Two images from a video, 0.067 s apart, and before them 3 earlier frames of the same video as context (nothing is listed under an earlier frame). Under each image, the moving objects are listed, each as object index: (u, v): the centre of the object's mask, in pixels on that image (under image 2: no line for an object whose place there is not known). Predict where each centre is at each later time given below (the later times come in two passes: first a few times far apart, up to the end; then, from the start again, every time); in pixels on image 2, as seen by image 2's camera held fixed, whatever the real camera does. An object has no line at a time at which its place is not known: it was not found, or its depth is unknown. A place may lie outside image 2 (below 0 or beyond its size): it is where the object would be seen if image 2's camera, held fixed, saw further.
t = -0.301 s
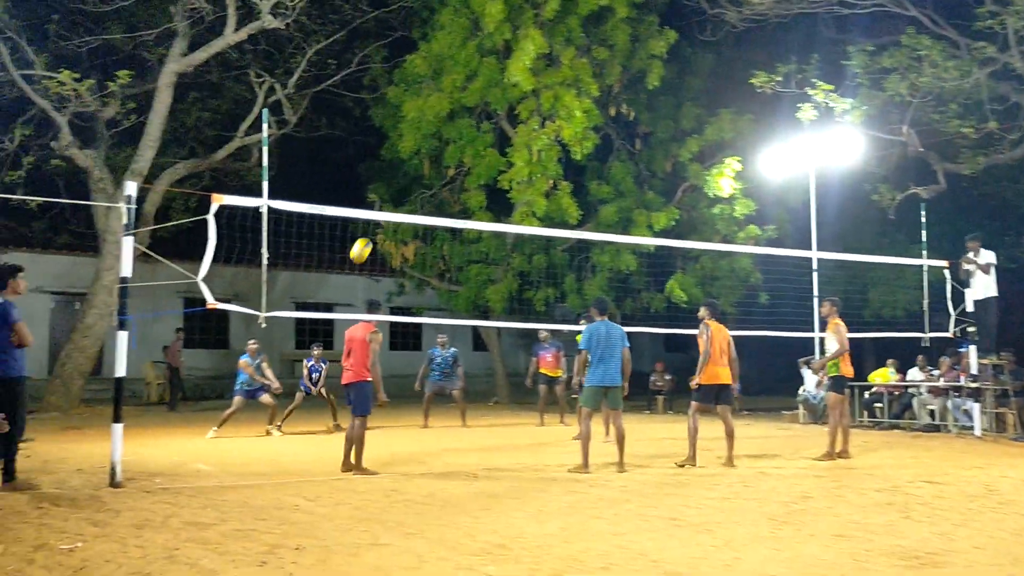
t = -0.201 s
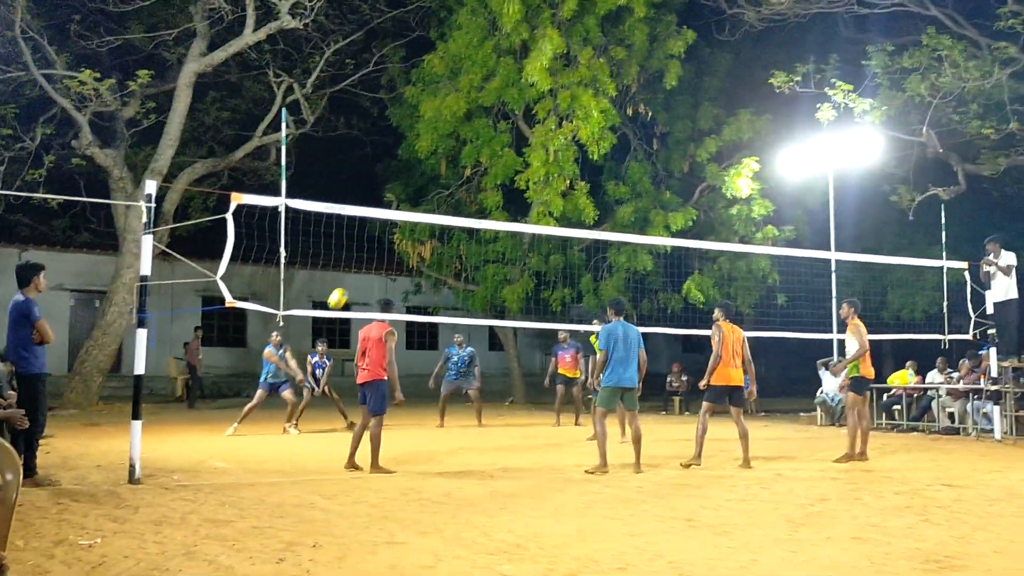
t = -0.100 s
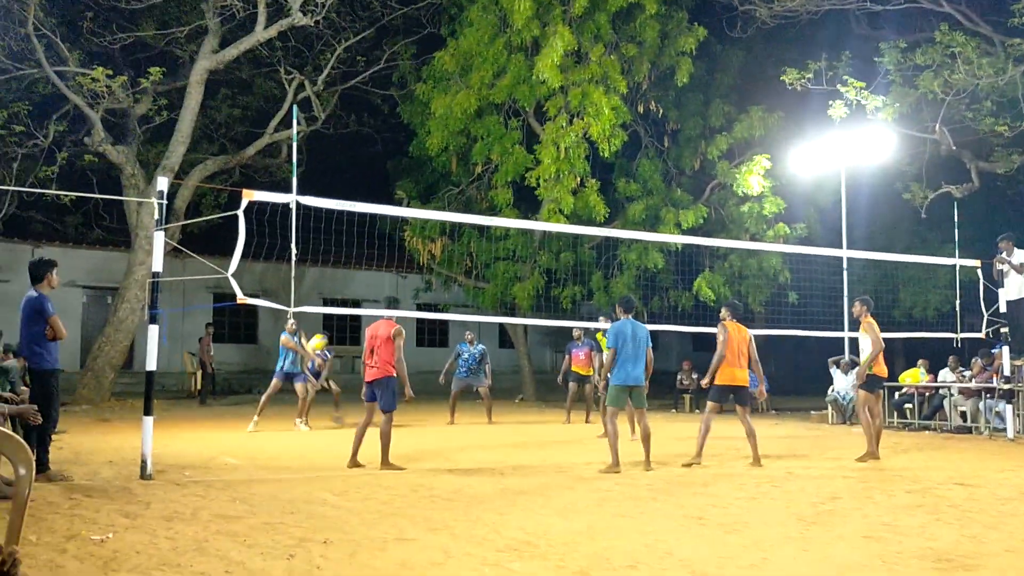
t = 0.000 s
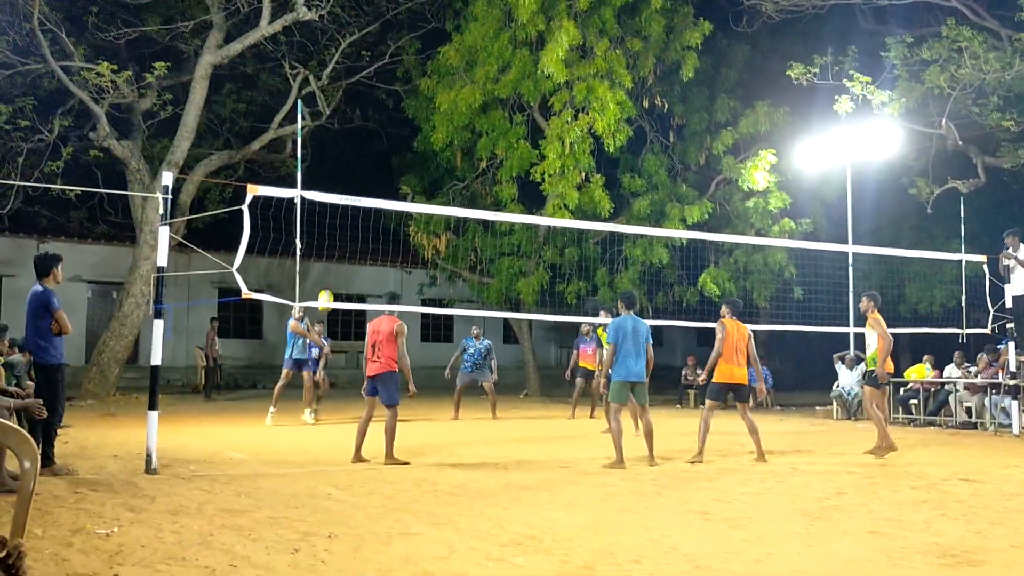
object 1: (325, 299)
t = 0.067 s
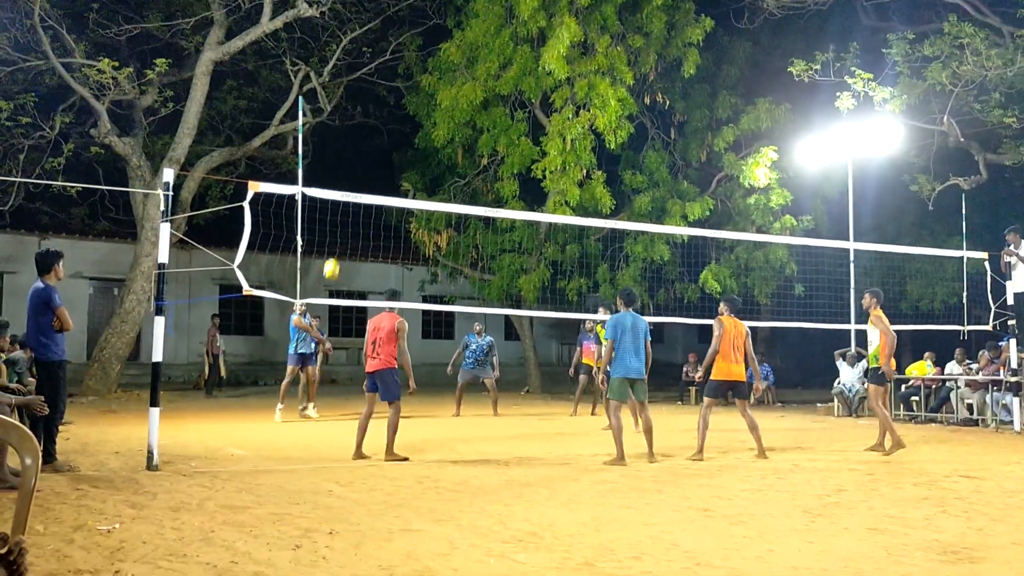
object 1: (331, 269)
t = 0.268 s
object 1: (345, 203)
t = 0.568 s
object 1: (369, 133)
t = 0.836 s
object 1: (393, 130)
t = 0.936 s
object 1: (402, 145)
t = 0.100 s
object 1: (334, 255)
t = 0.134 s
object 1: (336, 243)
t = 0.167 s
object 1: (338, 231)
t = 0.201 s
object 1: (341, 219)
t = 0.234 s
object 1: (343, 209)
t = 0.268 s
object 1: (345, 203)
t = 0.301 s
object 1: (349, 186)
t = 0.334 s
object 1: (351, 178)
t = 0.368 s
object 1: (353, 170)
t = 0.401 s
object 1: (356, 162)
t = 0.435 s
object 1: (359, 155)
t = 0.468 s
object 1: (361, 148)
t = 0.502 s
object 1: (364, 142)
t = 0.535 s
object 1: (366, 137)
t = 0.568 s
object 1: (369, 133)
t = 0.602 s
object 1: (371, 130)
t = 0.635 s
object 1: (374, 128)
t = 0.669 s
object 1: (377, 126)
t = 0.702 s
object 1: (380, 125)
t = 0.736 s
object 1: (383, 125)
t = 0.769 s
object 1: (386, 126)
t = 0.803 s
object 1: (389, 128)
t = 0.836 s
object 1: (393, 130)
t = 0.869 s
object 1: (396, 134)
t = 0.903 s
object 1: (399, 139)
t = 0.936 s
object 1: (402, 145)
